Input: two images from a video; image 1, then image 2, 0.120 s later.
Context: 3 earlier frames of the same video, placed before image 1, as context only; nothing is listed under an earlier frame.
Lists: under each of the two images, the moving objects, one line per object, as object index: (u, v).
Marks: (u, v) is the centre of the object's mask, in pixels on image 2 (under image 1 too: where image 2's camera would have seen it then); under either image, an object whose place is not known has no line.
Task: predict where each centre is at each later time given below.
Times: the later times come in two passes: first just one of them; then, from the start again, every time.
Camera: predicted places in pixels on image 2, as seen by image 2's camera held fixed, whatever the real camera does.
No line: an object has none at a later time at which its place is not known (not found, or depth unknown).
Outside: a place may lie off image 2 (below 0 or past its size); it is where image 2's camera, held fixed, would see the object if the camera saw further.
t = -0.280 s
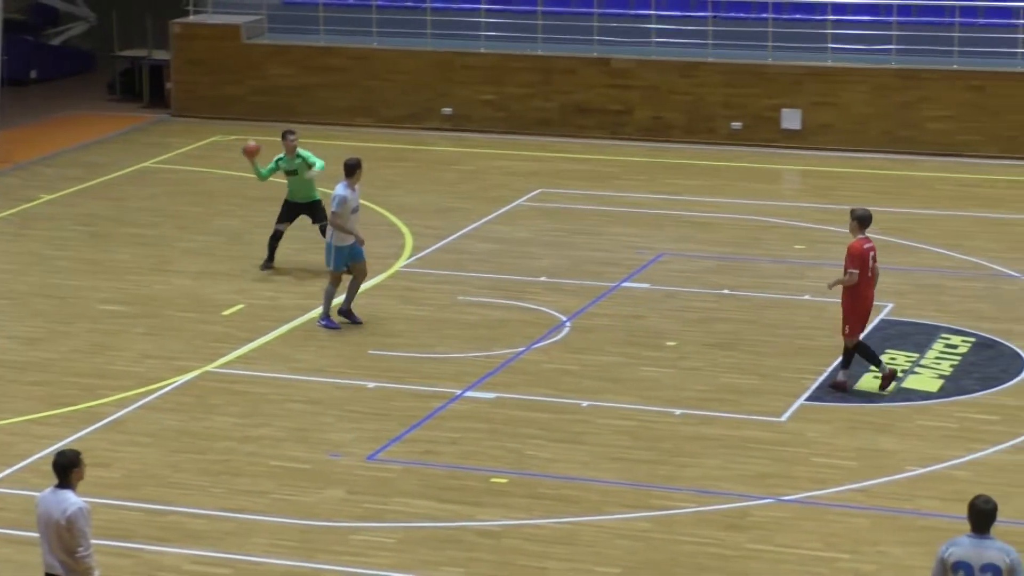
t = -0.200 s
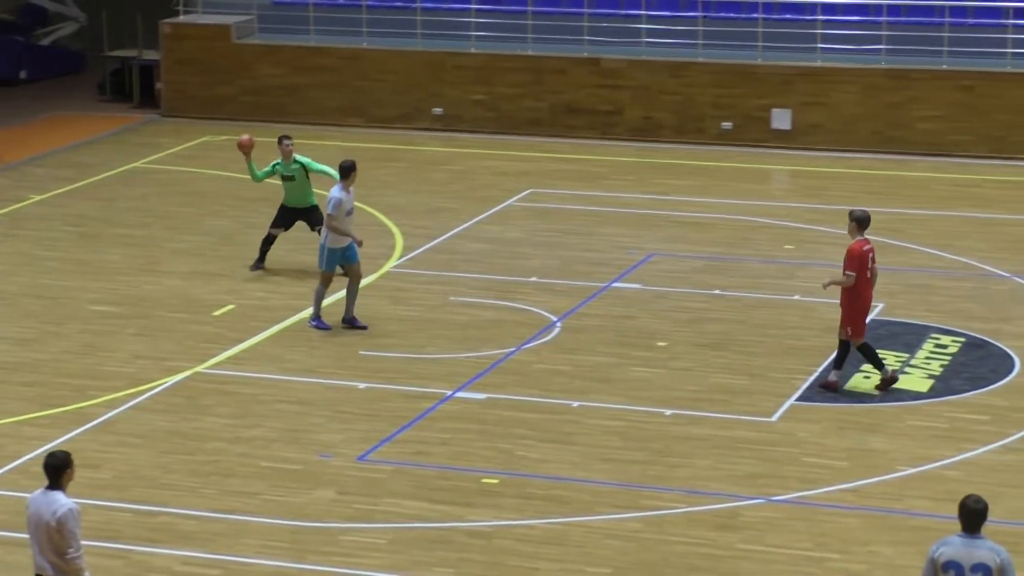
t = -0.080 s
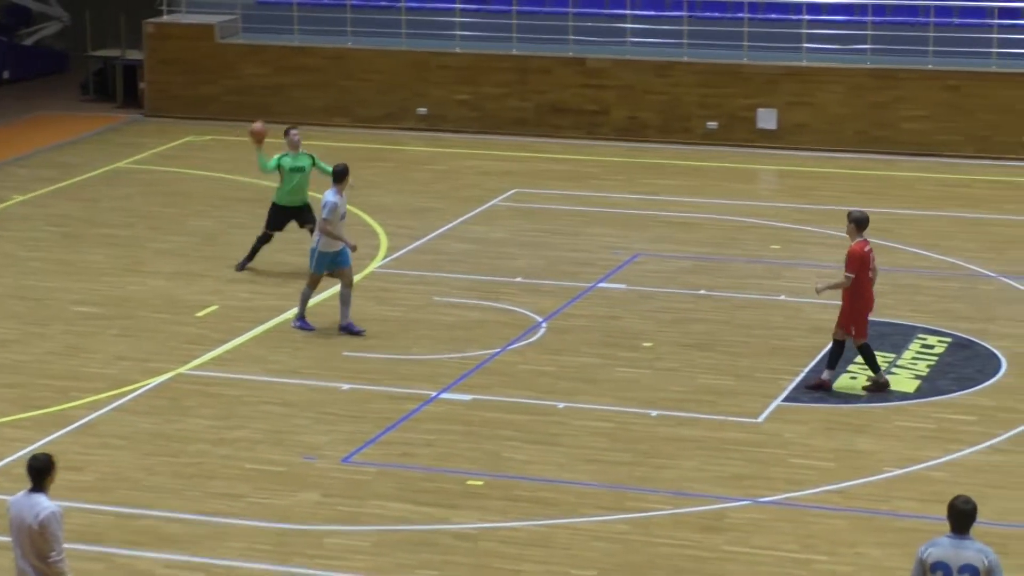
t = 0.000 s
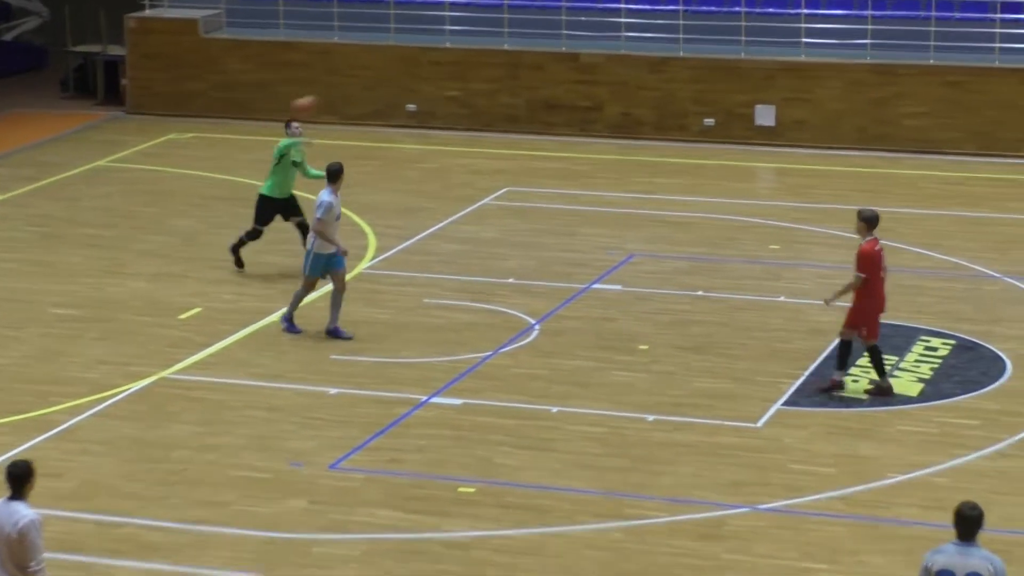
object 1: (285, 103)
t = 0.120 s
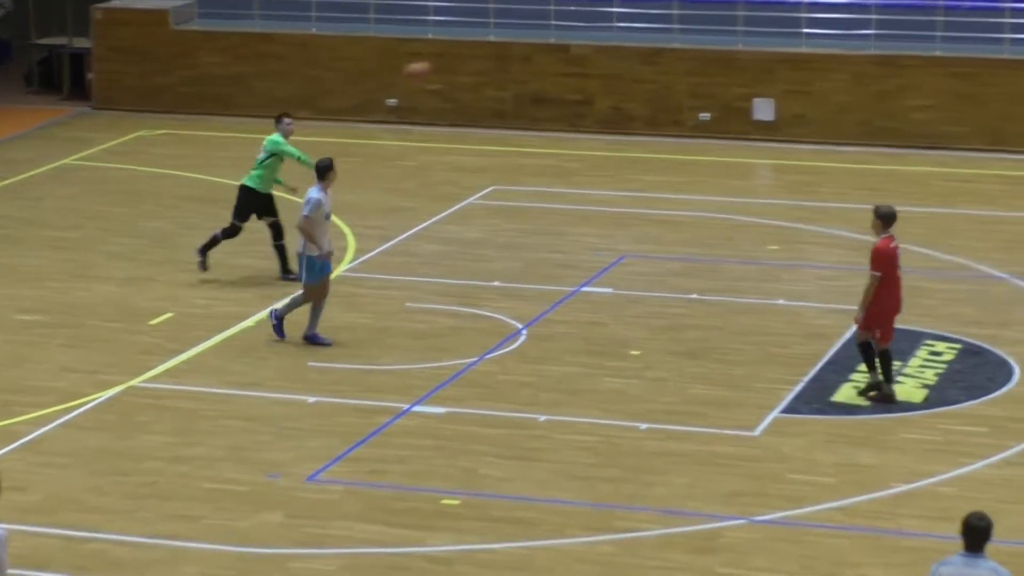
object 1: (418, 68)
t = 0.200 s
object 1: (510, 52)
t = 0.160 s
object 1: (464, 60)
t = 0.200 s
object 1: (510, 52)
